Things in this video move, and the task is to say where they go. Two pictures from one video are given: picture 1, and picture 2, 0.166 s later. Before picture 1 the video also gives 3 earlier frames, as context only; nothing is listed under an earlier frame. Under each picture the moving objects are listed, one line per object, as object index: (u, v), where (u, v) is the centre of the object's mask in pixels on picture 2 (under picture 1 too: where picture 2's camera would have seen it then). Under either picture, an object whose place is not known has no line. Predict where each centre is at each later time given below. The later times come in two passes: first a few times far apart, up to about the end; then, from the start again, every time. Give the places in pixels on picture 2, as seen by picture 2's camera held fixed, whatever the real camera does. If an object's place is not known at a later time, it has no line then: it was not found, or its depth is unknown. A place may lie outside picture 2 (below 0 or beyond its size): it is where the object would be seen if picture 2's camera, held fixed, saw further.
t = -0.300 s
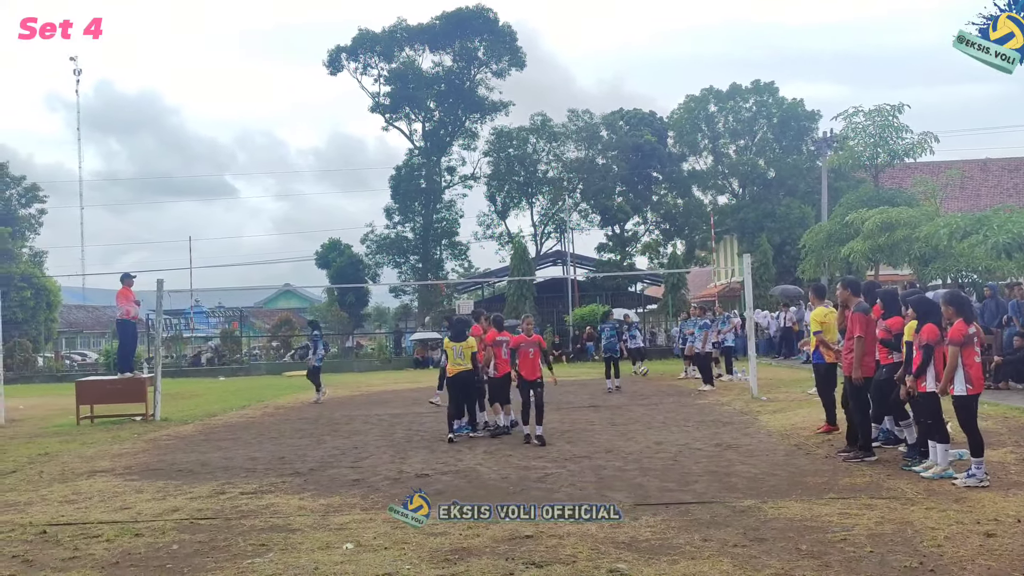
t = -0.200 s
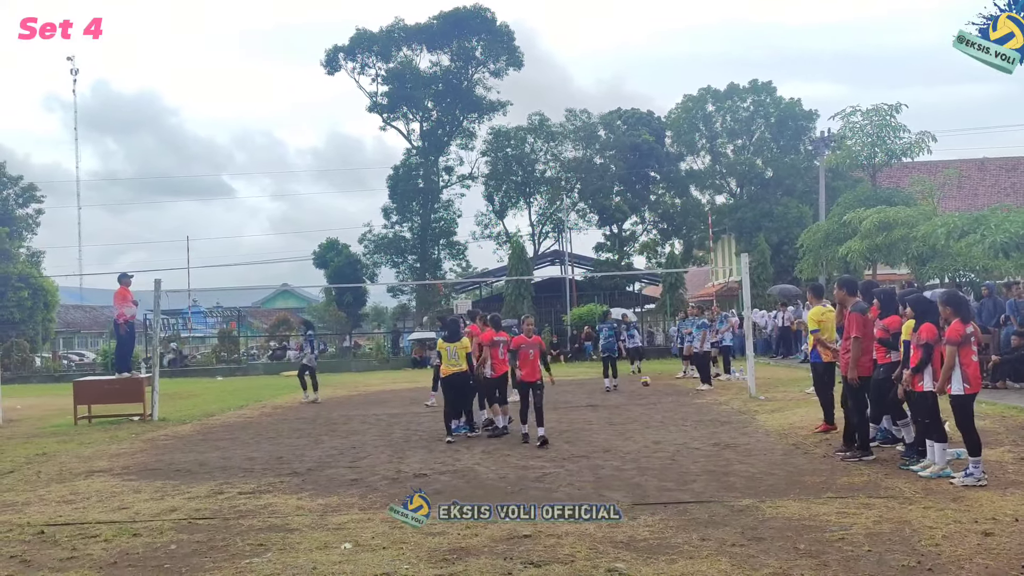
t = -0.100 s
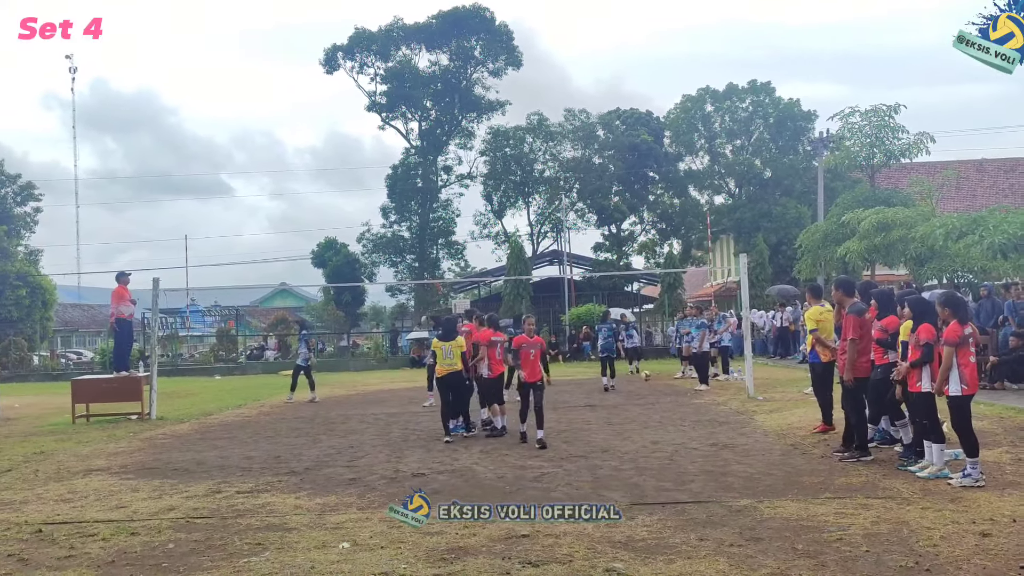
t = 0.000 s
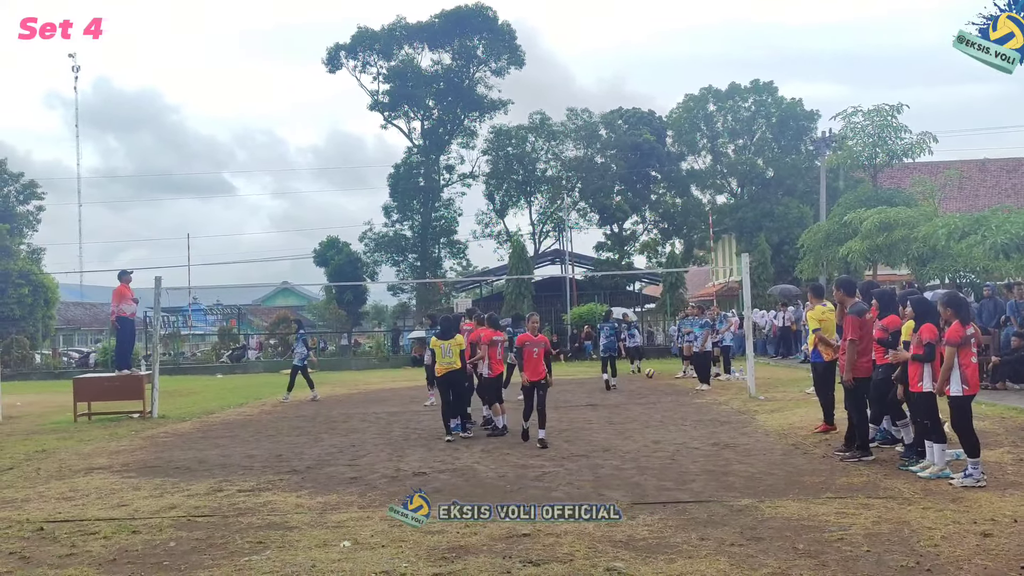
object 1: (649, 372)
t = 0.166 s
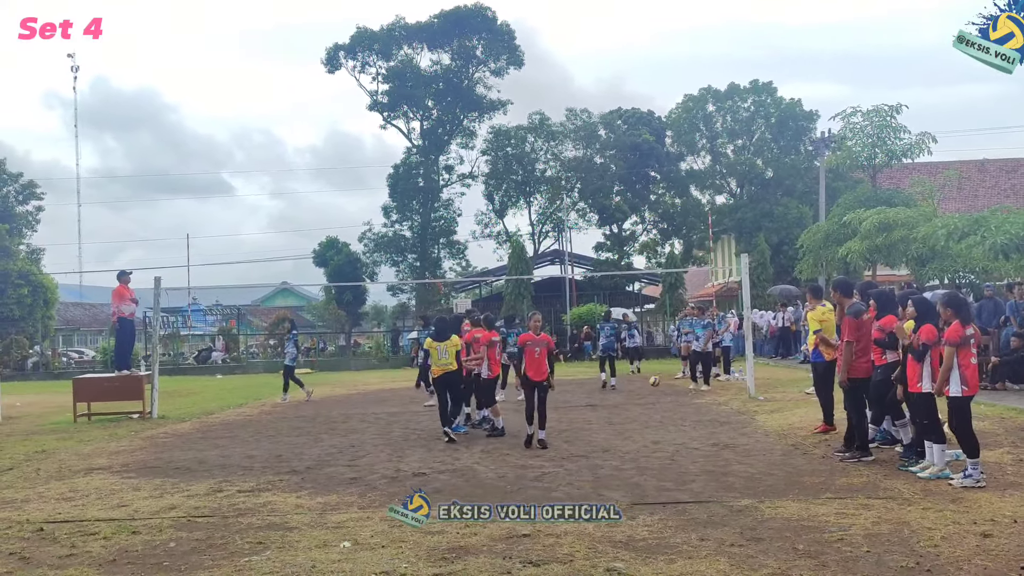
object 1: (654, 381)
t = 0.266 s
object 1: (657, 382)
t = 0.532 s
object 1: (665, 385)
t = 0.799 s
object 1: (673, 387)
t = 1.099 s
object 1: (682, 394)
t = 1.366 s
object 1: (690, 402)
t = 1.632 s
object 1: (696, 408)
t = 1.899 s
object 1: (704, 418)
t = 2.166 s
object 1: (712, 426)
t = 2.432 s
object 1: (721, 432)
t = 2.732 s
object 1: (731, 442)
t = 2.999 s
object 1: (741, 454)
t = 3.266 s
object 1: (753, 465)
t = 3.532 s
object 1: (766, 479)
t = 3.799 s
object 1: (783, 493)
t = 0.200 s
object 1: (656, 385)
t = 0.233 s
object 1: (658, 386)
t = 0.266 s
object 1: (657, 382)
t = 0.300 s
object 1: (657, 380)
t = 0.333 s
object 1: (659, 381)
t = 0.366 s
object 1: (660, 381)
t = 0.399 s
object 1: (661, 380)
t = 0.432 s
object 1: (661, 381)
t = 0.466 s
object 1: (662, 382)
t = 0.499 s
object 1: (664, 384)
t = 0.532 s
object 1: (665, 385)
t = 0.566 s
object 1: (666, 389)
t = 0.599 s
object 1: (667, 393)
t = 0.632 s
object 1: (668, 392)
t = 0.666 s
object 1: (669, 390)
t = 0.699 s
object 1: (670, 388)
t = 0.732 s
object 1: (671, 387)
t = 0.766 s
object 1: (672, 387)
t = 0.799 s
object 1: (673, 387)
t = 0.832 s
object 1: (674, 388)
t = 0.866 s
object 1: (675, 390)
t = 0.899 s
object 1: (676, 394)
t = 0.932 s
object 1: (677, 398)
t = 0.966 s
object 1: (678, 398)
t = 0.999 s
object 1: (680, 396)
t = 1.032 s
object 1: (681, 394)
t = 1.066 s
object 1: (682, 394)
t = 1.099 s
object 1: (682, 394)
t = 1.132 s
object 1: (683, 395)
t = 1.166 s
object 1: (684, 397)
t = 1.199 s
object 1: (686, 400)
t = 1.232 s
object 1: (687, 403)
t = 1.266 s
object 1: (687, 403)
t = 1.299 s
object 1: (688, 401)
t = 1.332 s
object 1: (689, 401)
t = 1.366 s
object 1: (690, 402)
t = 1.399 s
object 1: (691, 402)
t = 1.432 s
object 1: (692, 404)
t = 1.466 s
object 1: (692, 406)
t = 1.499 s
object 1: (693, 409)
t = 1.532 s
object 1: (694, 409)
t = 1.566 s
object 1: (695, 408)
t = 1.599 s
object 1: (696, 407)
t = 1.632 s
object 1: (696, 408)
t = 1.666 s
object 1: (698, 410)
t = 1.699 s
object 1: (699, 413)
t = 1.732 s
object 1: (700, 416)
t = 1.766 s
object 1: (701, 415)
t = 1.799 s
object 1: (702, 416)
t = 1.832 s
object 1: (703, 417)
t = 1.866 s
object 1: (704, 417)
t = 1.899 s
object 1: (704, 418)
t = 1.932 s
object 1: (705, 418)
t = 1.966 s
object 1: (707, 420)
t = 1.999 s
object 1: (708, 421)
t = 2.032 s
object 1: (709, 421)
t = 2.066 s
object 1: (709, 422)
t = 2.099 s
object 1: (710, 423)
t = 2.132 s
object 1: (711, 424)
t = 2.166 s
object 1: (712, 426)
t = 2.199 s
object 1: (713, 425)
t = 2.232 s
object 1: (714, 426)
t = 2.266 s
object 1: (715, 427)
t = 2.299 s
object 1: (717, 429)
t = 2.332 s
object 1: (718, 428)
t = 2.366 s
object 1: (719, 429)
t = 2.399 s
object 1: (719, 431)
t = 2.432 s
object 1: (721, 432)
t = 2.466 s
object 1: (722, 434)
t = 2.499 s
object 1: (723, 433)
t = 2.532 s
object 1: (724, 433)
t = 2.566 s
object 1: (725, 434)
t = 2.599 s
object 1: (725, 435)
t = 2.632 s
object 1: (726, 439)
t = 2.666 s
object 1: (728, 440)
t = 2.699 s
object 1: (730, 441)
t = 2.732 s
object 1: (731, 442)
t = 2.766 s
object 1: (732, 444)
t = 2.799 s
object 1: (733, 446)
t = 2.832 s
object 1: (734, 447)
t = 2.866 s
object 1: (735, 449)
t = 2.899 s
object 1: (737, 449)
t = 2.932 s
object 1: (739, 451)
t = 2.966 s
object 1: (740, 453)
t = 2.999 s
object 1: (741, 454)
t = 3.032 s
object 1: (742, 455)
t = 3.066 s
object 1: (744, 457)
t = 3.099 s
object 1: (745, 459)
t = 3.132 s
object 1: (747, 458)
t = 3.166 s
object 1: (748, 459)
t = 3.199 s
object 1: (750, 461)
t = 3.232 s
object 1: (751, 464)
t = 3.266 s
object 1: (753, 465)
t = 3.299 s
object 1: (754, 466)
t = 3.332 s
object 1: (756, 467)
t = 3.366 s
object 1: (758, 469)
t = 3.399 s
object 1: (760, 473)
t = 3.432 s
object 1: (761, 474)
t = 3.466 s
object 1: (763, 473)
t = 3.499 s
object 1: (765, 475)
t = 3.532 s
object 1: (766, 479)
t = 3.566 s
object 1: (769, 482)
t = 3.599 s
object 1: (770, 482)
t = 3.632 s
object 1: (772, 485)
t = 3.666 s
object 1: (774, 487)
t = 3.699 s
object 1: (776, 485)
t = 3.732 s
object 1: (778, 487)
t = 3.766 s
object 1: (780, 489)
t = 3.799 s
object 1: (783, 493)
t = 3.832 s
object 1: (785, 496)
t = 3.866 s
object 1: (786, 493)
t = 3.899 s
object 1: (788, 492)
